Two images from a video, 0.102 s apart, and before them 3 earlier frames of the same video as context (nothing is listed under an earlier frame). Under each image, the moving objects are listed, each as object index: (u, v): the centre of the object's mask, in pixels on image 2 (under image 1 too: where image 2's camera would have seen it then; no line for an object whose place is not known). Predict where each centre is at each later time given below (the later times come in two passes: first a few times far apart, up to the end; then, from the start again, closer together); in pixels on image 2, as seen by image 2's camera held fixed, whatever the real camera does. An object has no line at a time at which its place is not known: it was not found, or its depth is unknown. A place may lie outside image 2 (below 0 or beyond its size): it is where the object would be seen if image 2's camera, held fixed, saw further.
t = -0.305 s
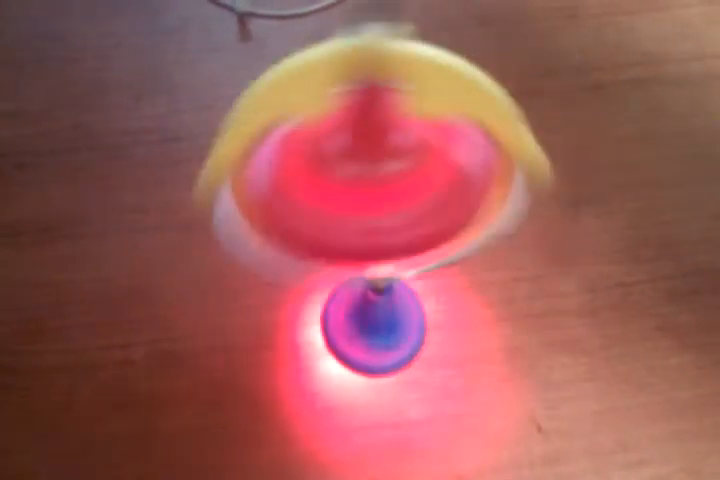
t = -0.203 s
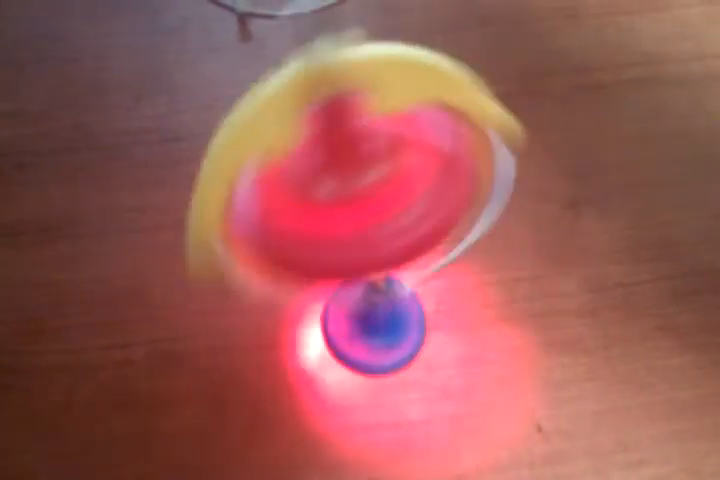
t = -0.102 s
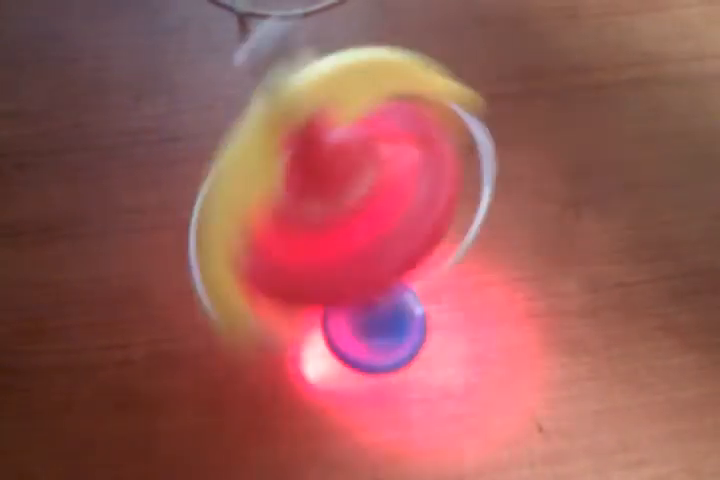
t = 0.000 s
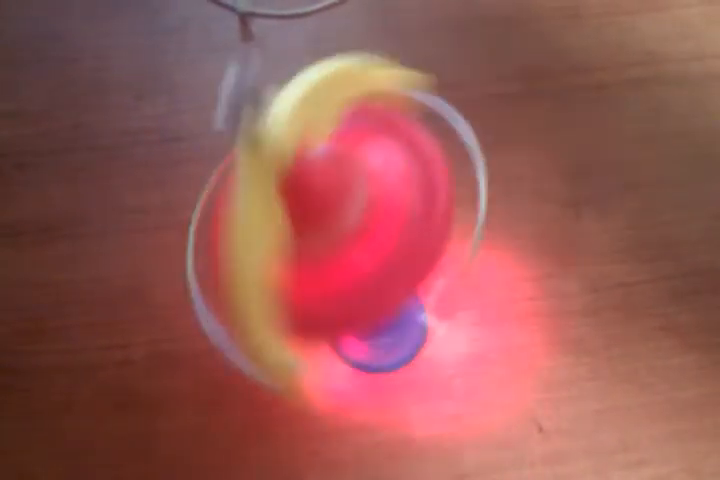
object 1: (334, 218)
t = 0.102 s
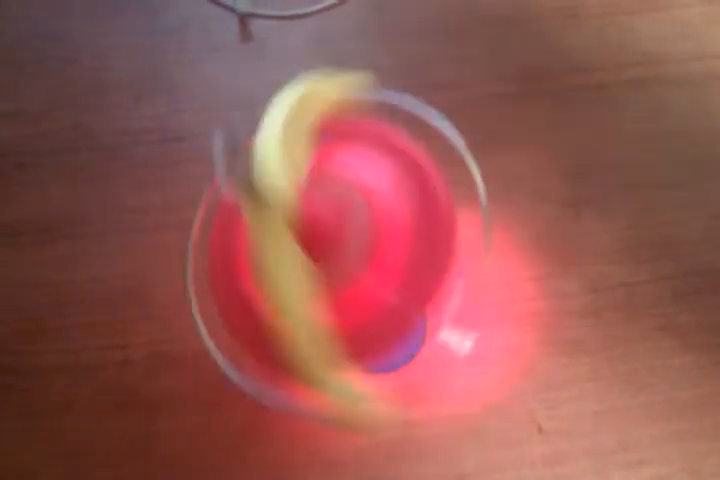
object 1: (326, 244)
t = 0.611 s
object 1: (419, 278)
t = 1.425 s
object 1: (363, 178)
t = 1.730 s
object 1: (320, 227)
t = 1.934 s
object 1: (356, 276)
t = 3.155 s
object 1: (326, 197)
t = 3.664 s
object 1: (404, 290)
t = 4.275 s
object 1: (432, 190)
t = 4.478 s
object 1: (384, 175)
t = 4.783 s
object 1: (316, 200)
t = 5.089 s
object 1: (352, 281)
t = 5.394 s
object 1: (449, 280)
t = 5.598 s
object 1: (468, 240)
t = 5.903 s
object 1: (432, 177)
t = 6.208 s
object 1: (345, 172)
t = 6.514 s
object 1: (307, 237)
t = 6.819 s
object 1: (396, 299)
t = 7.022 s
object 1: (456, 265)
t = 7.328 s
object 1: (468, 188)
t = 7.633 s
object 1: (389, 177)
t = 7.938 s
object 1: (315, 205)
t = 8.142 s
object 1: (327, 256)
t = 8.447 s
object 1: (409, 289)
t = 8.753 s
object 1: (474, 231)
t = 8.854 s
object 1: (462, 210)
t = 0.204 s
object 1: (350, 268)
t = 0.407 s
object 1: (387, 288)
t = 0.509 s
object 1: (414, 286)
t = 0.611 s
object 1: (419, 278)
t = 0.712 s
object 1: (456, 251)
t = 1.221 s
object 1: (406, 176)
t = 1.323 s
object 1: (383, 173)
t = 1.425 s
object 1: (363, 178)
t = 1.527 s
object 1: (348, 187)
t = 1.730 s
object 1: (320, 227)
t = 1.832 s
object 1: (324, 253)
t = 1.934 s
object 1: (356, 276)
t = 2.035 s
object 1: (378, 284)
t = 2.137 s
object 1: (402, 285)
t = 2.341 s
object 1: (460, 238)
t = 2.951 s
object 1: (360, 174)
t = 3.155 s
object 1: (326, 197)
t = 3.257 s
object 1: (316, 217)
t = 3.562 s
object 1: (385, 292)
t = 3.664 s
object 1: (404, 290)
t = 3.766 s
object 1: (428, 284)
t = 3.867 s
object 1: (454, 257)
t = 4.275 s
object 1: (432, 190)
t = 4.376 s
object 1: (411, 180)
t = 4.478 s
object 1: (384, 175)
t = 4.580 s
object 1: (357, 180)
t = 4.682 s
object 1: (334, 192)
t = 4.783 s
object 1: (316, 200)
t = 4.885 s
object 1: (309, 222)
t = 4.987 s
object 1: (315, 255)
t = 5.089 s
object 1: (352, 281)
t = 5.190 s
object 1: (383, 296)
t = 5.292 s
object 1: (405, 293)
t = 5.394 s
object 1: (449, 280)
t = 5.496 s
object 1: (463, 262)
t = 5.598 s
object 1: (468, 240)
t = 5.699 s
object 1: (463, 217)
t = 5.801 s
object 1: (452, 196)
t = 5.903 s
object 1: (432, 177)
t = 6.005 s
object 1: (405, 165)
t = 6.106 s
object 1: (375, 163)
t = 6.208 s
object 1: (345, 172)
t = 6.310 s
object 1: (326, 190)
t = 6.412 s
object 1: (309, 210)
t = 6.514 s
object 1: (307, 237)
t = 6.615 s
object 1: (322, 266)
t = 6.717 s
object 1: (374, 291)
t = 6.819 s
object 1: (396, 299)
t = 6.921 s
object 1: (438, 277)
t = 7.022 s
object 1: (456, 265)
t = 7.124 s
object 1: (465, 251)
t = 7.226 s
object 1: (469, 230)
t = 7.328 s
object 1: (468, 188)
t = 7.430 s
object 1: (436, 191)
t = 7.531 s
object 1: (414, 181)
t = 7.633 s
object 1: (389, 177)
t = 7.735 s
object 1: (368, 178)
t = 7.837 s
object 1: (338, 193)
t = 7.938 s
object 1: (315, 205)
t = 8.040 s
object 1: (315, 226)
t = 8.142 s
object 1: (327, 256)
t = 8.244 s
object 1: (359, 286)
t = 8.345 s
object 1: (392, 299)
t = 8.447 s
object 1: (409, 289)
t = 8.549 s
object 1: (458, 272)
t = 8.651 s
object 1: (472, 257)
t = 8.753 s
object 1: (474, 231)
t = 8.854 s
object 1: (462, 210)
